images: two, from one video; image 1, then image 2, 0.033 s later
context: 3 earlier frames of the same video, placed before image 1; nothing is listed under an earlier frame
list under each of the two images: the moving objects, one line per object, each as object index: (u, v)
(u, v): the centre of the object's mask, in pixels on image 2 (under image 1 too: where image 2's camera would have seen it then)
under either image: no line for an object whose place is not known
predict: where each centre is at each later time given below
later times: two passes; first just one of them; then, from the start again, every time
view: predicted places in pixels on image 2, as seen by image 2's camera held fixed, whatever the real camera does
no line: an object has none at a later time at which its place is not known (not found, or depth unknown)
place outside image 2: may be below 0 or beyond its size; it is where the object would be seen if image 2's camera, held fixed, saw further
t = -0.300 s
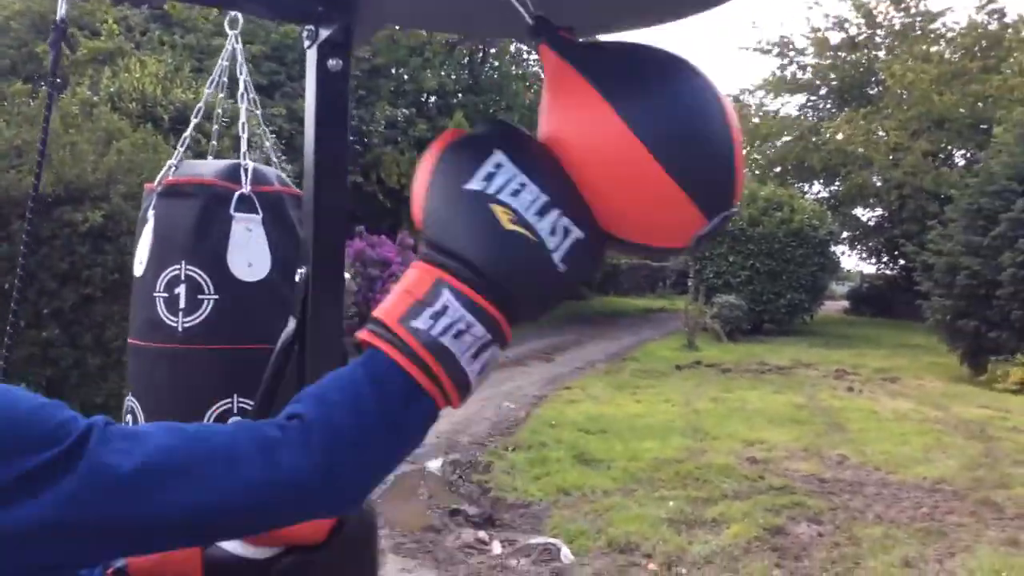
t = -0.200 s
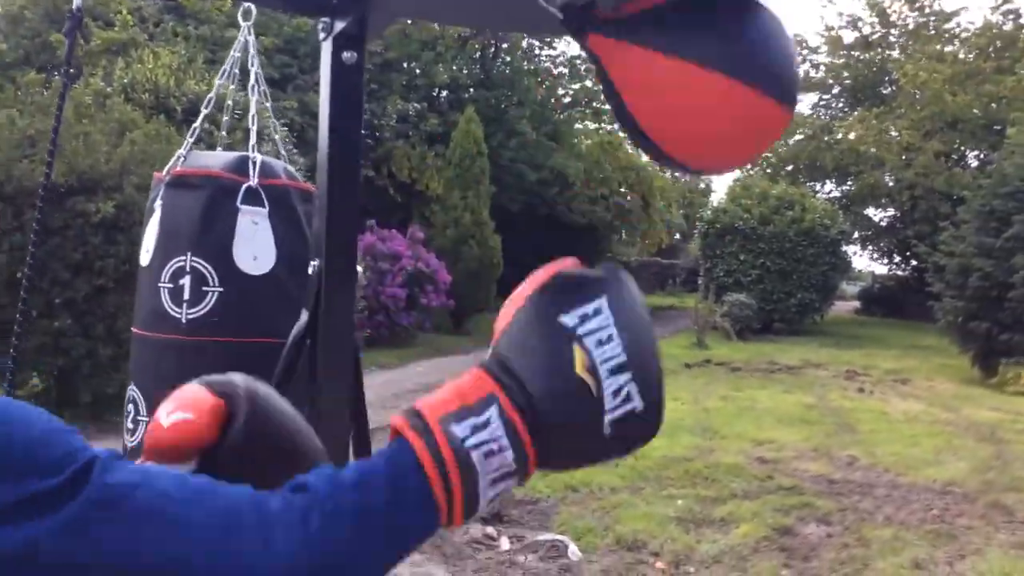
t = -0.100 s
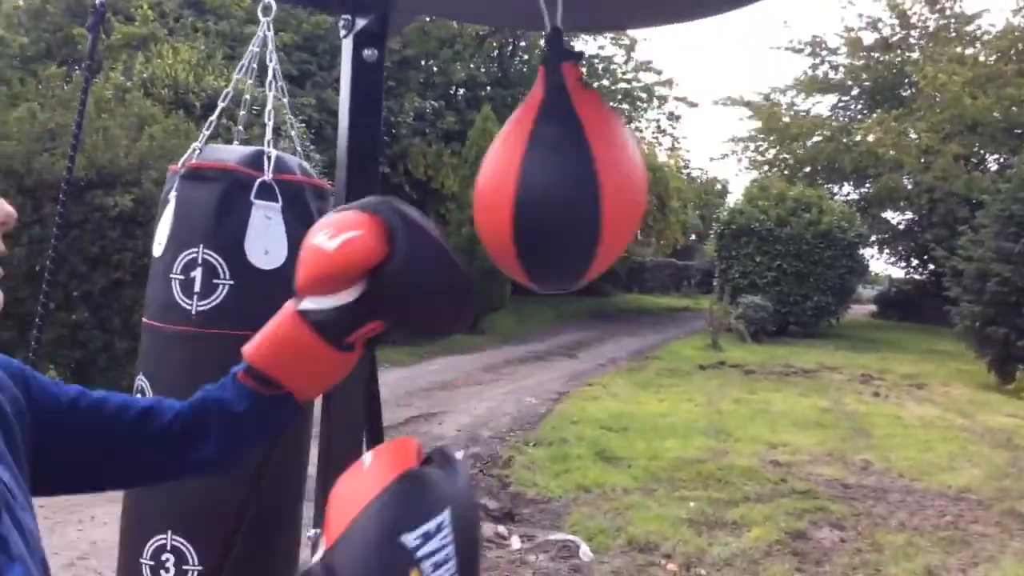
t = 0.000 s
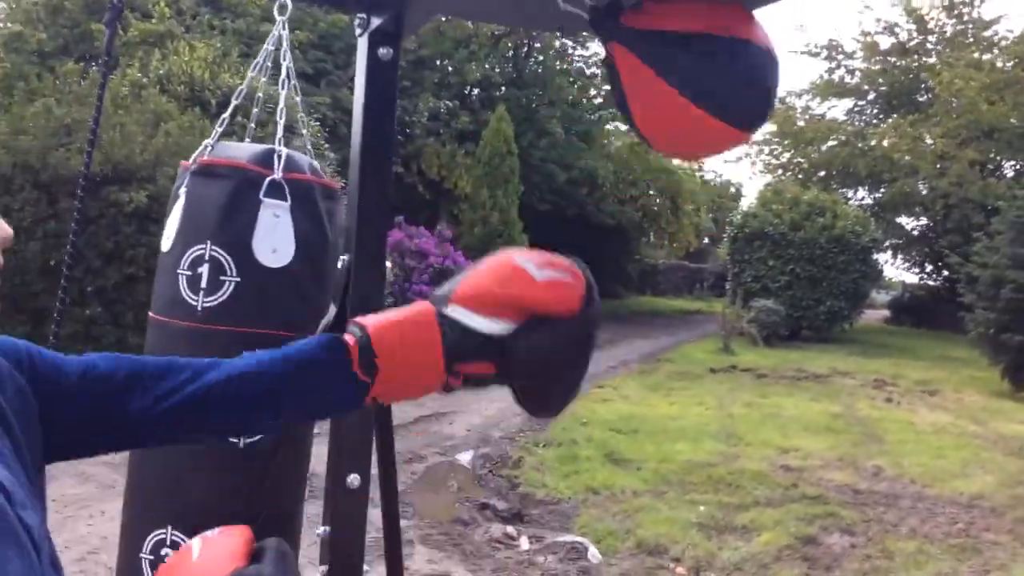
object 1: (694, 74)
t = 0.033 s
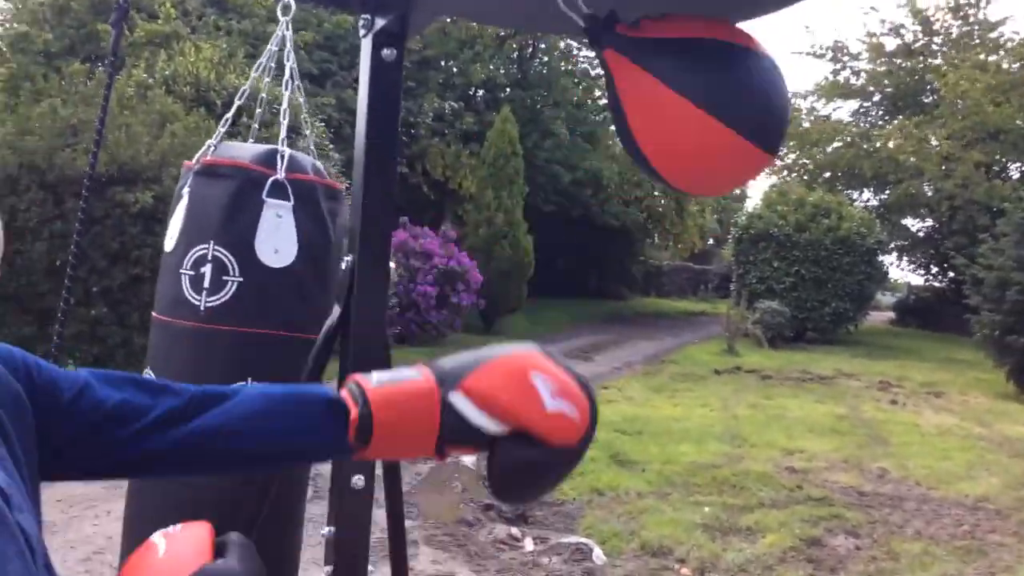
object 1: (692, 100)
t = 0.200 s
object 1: (528, 159)
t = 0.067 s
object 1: (685, 131)
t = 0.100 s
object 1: (667, 163)
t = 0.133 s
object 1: (635, 179)
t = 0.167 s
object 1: (586, 178)
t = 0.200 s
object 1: (528, 159)
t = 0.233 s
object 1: (466, 125)
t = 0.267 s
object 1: (411, 84)
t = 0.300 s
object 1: (367, 55)
